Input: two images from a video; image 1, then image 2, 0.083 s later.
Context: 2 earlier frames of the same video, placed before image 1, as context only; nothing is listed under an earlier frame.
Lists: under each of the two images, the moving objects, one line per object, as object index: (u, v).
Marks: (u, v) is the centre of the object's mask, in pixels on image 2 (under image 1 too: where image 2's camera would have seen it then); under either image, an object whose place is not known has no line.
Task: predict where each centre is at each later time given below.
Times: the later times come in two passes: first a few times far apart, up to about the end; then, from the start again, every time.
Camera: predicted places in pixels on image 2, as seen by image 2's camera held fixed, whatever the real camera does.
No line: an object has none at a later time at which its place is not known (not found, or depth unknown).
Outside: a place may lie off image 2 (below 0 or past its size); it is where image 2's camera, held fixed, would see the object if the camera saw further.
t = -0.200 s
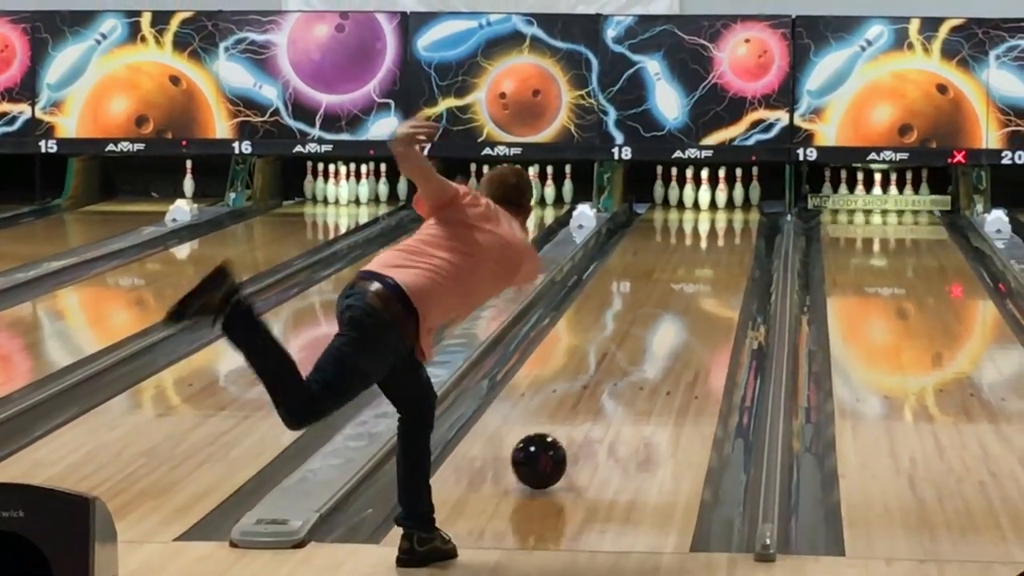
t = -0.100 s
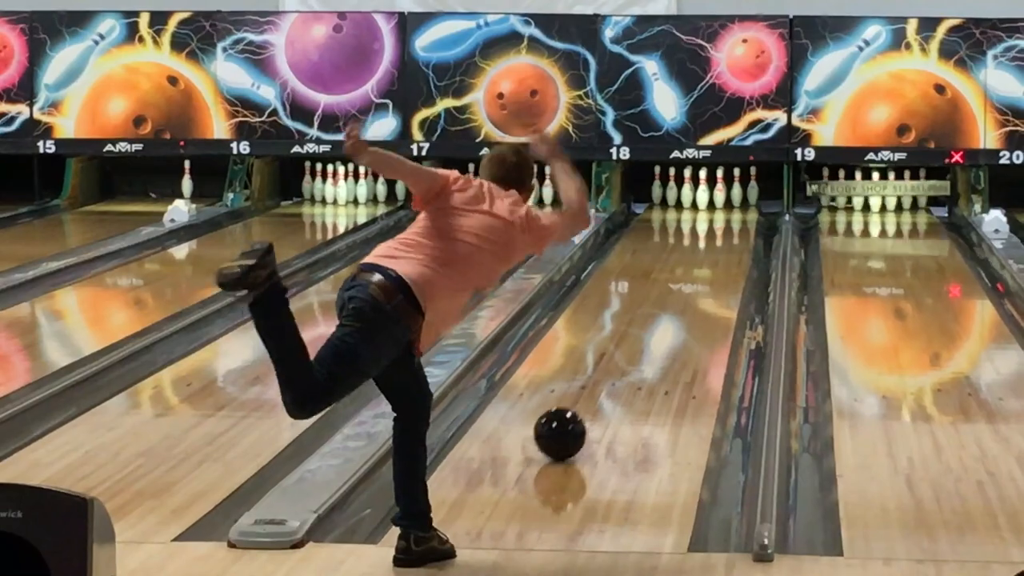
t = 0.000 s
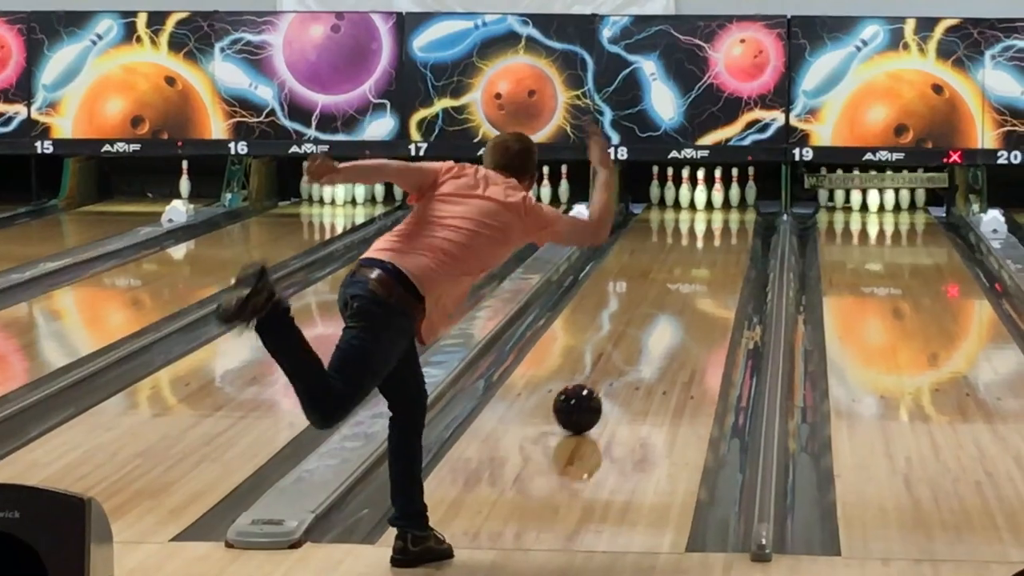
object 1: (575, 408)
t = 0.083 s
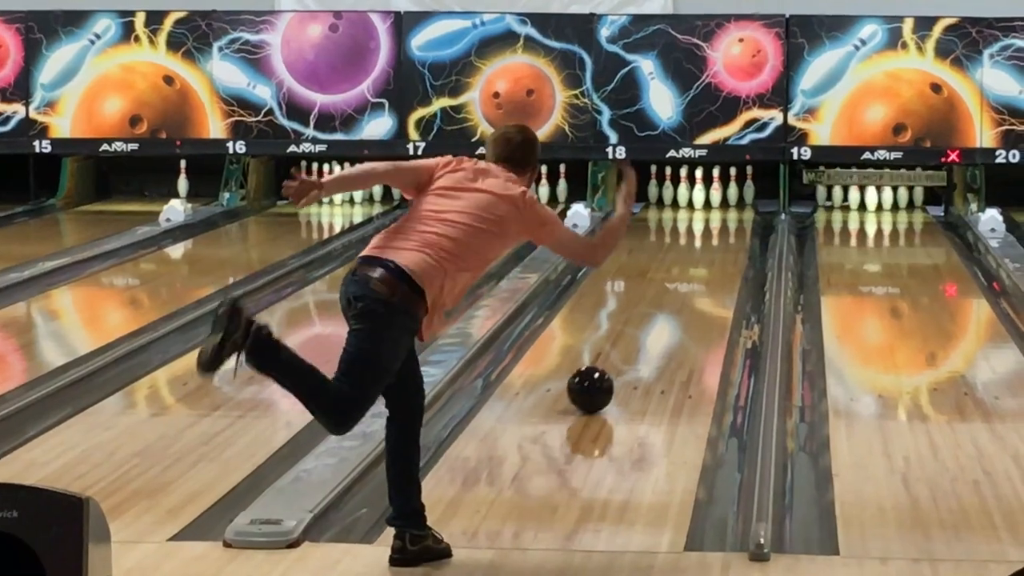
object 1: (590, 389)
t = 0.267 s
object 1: (620, 355)
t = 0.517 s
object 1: (646, 314)
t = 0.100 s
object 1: (593, 386)
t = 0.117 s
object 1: (596, 382)
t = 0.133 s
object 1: (598, 378)
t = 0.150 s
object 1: (601, 375)
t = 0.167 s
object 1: (603, 372)
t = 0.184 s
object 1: (606, 368)
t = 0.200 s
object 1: (608, 365)
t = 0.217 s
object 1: (611, 362)
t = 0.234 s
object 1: (613, 359)
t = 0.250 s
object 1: (615, 356)
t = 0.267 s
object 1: (620, 355)
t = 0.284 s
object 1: (623, 351)
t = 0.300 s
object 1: (622, 348)
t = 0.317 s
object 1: (624, 345)
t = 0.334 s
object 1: (626, 342)
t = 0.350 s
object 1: (628, 339)
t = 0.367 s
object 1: (630, 337)
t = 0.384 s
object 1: (632, 334)
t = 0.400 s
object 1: (633, 332)
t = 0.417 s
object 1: (635, 329)
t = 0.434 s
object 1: (637, 326)
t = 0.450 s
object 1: (639, 324)
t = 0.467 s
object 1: (641, 321)
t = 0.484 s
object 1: (642, 319)
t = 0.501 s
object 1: (644, 316)
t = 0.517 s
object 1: (646, 314)
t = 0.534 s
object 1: (647, 312)
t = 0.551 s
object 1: (649, 309)
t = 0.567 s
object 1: (650, 307)
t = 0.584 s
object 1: (652, 305)
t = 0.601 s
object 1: (653, 303)
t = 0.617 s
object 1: (655, 301)
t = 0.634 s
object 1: (656, 299)
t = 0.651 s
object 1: (657, 297)
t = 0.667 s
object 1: (658, 295)
